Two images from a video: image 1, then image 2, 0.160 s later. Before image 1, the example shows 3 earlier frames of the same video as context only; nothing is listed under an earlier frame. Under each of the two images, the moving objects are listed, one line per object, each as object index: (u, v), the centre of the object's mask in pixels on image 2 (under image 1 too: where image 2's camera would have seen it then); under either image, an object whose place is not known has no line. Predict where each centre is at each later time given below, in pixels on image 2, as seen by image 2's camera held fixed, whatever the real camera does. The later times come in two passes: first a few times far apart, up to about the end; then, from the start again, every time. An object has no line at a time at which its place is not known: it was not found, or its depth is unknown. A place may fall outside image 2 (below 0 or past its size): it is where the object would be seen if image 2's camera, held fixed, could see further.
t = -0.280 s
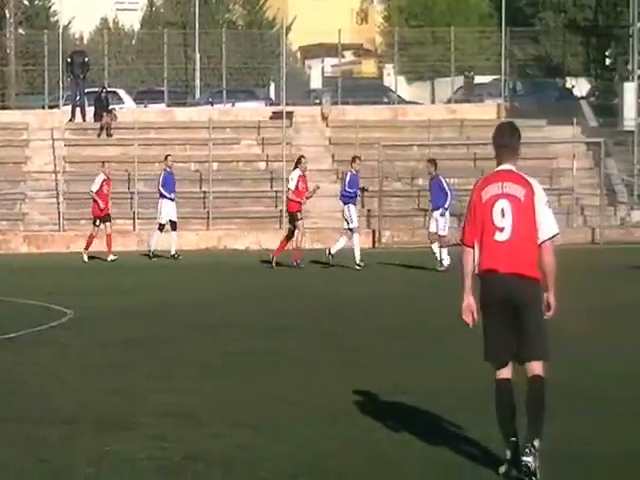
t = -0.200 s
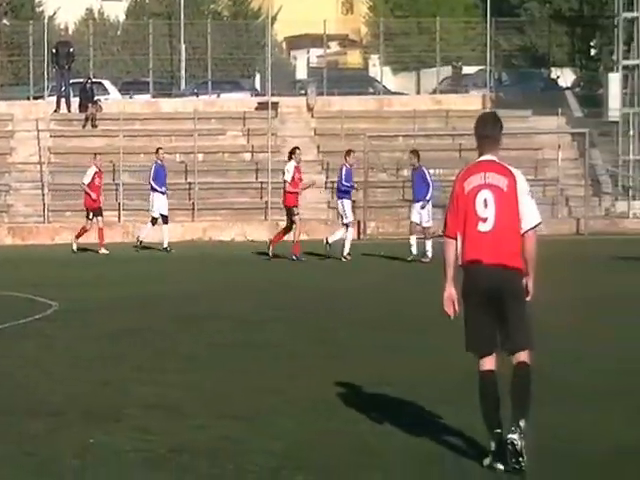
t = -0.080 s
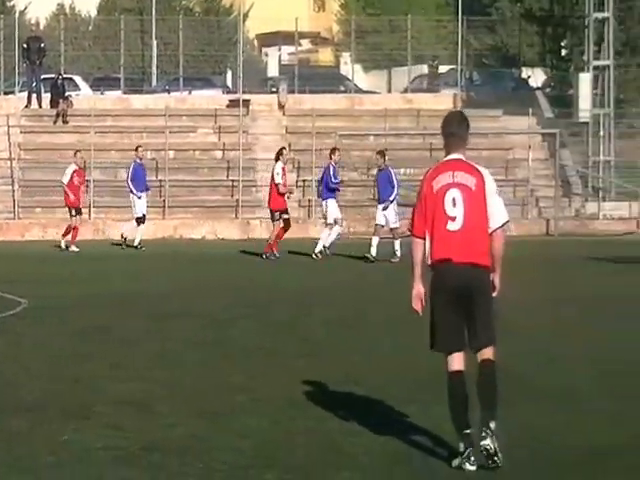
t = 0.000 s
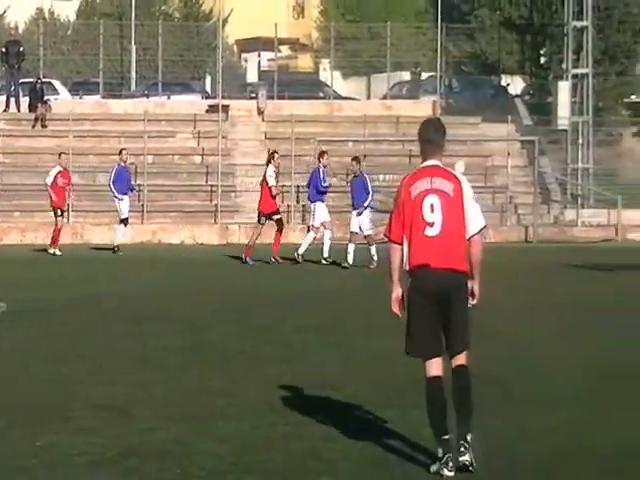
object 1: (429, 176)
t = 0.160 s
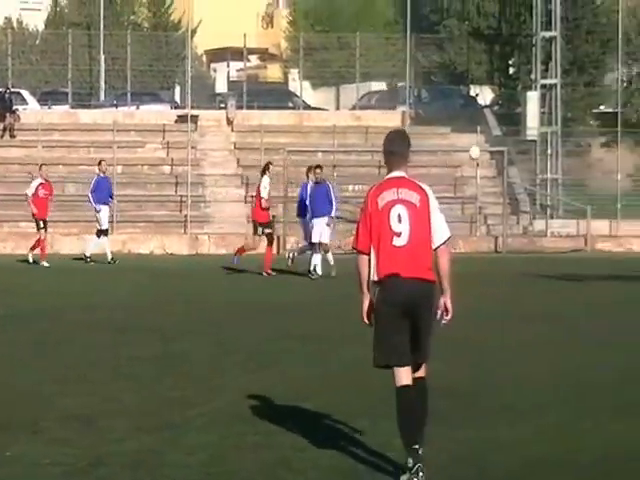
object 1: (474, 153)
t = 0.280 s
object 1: (508, 143)
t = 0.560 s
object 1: (584, 164)
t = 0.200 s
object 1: (486, 148)
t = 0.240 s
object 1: (496, 146)
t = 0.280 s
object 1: (508, 143)
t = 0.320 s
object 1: (520, 144)
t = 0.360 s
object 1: (529, 145)
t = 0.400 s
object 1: (541, 147)
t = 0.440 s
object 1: (553, 150)
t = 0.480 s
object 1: (563, 154)
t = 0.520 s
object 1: (573, 158)
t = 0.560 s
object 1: (584, 164)
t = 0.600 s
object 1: (595, 173)
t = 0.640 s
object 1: (605, 182)
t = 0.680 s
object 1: (616, 192)
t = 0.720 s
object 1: (625, 204)
